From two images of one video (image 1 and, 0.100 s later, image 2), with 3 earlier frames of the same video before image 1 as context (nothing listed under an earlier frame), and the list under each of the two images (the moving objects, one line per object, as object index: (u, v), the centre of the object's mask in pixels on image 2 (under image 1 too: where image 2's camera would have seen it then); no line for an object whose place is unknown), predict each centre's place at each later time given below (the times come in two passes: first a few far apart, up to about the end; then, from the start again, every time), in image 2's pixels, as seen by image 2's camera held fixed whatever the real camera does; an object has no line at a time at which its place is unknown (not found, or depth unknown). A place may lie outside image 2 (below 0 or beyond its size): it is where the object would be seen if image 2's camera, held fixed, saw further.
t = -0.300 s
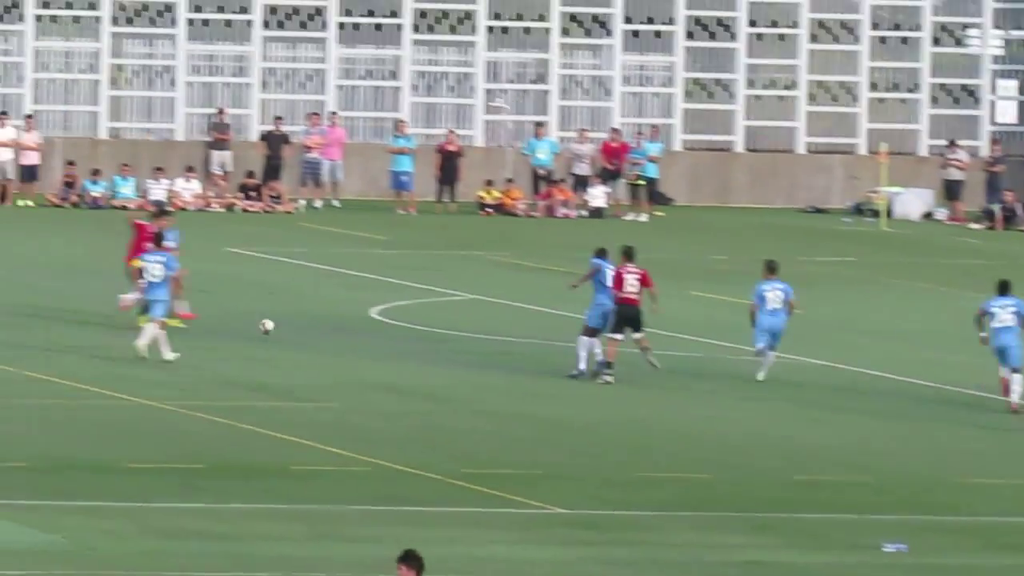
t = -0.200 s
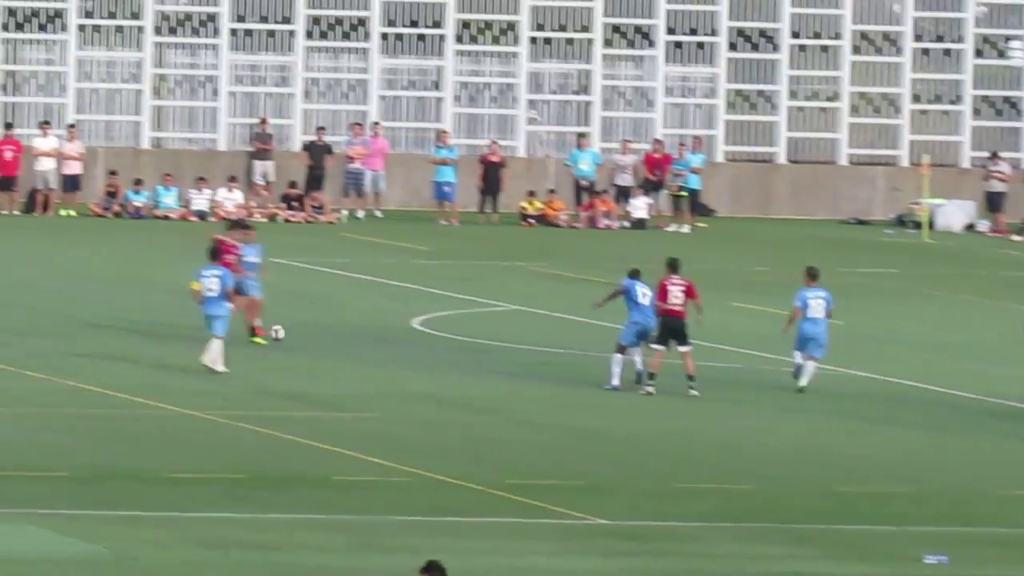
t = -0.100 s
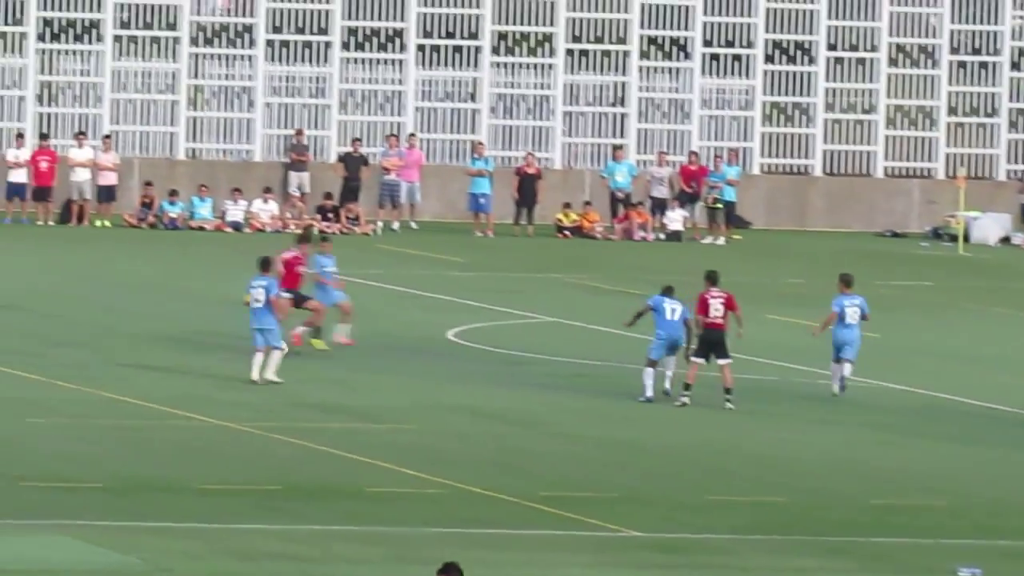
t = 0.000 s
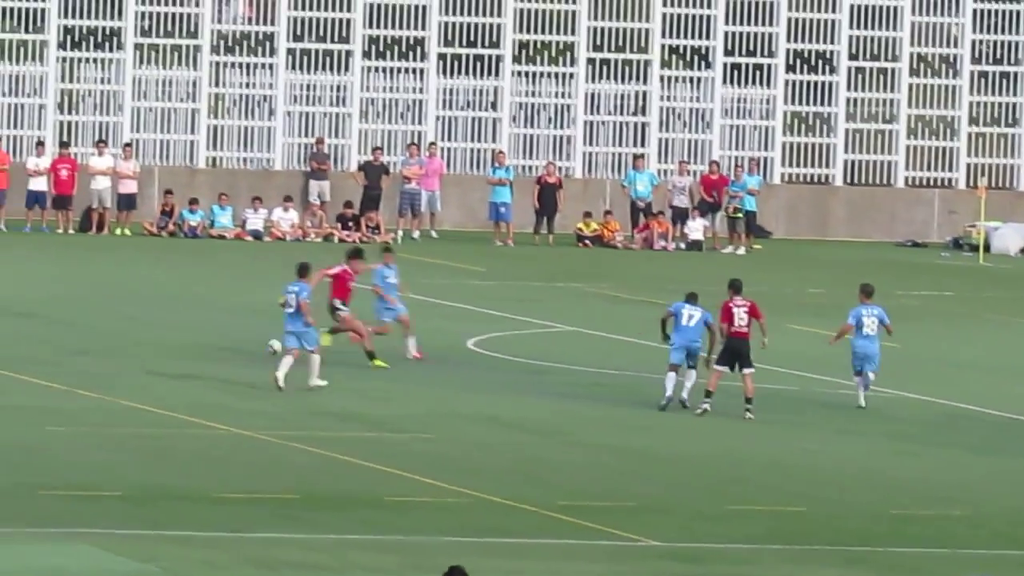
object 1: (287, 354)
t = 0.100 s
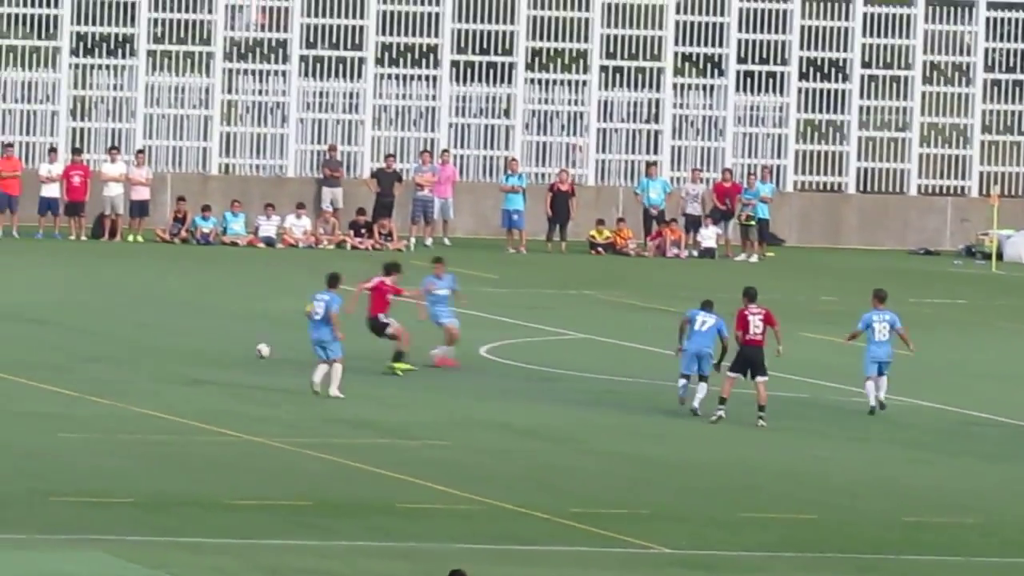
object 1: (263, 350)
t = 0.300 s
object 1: (214, 348)
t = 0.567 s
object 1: (154, 341)
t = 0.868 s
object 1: (95, 334)
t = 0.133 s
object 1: (255, 350)
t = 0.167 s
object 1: (247, 353)
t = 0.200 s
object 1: (238, 355)
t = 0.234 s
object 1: (230, 353)
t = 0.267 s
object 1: (222, 350)
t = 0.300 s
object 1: (214, 348)
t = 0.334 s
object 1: (206, 347)
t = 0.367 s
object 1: (199, 347)
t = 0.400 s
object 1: (192, 349)
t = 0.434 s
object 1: (184, 349)
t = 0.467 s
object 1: (177, 346)
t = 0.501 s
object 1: (169, 343)
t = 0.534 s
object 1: (161, 342)
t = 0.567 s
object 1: (154, 341)
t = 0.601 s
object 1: (148, 342)
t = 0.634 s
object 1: (141, 343)
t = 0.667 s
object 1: (133, 342)
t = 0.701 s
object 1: (127, 340)
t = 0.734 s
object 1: (120, 339)
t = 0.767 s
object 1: (113, 339)
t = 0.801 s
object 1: (107, 339)
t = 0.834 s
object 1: (101, 337)
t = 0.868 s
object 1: (95, 334)
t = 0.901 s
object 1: (87, 334)
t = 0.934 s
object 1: (82, 333)
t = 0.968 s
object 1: (76, 334)
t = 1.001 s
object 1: (70, 332)
